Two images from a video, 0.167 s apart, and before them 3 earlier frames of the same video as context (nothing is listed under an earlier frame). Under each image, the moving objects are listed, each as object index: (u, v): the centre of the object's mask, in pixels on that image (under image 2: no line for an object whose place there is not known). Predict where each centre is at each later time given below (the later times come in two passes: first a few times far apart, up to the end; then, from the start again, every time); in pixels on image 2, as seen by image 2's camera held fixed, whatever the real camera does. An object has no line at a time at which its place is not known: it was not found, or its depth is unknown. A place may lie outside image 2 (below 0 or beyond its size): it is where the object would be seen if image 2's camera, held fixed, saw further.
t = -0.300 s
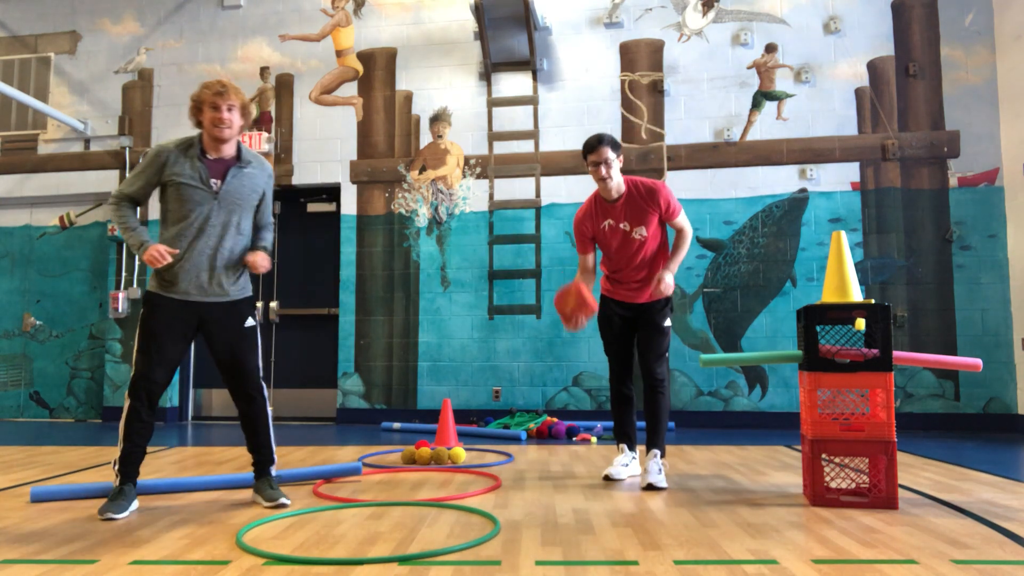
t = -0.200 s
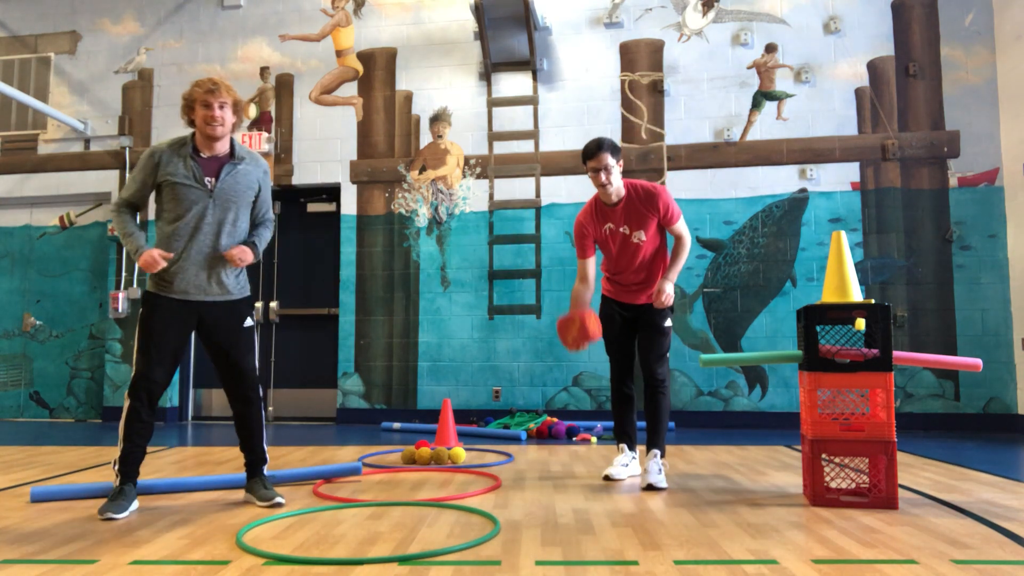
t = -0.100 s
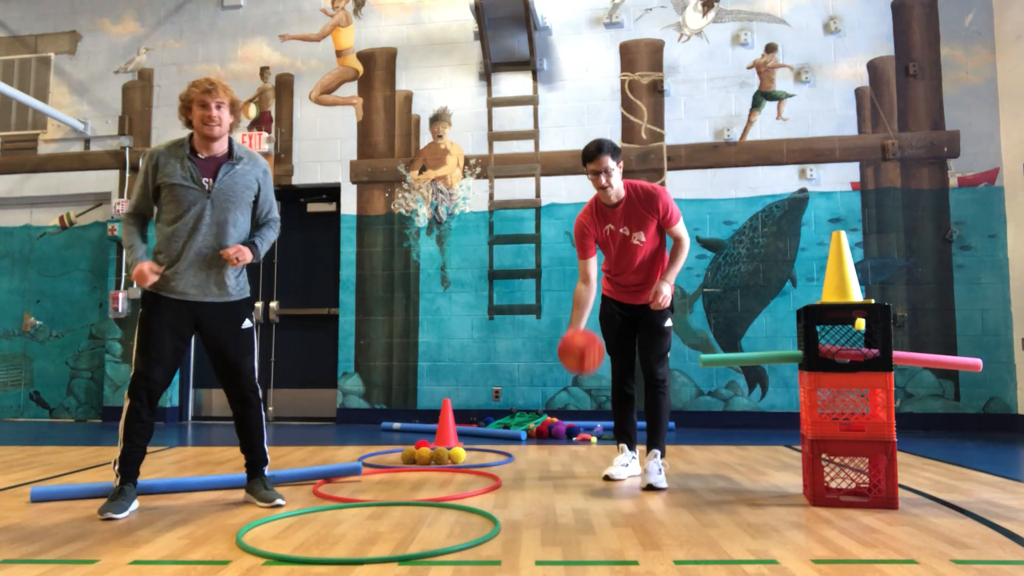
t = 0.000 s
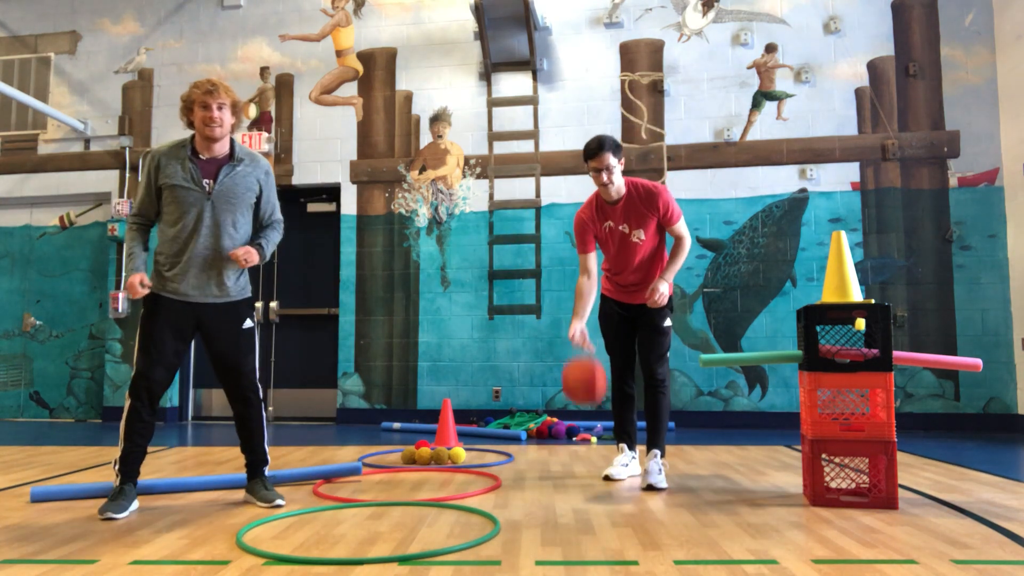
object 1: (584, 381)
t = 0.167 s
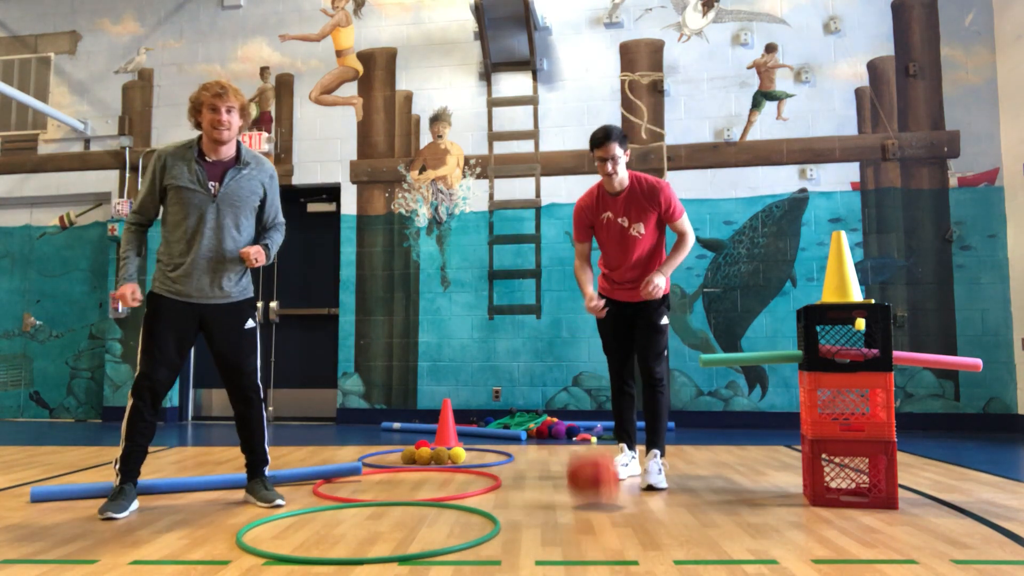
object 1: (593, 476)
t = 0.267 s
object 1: (604, 441)
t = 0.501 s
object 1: (630, 403)
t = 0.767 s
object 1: (652, 484)
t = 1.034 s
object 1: (594, 489)
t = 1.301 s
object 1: (547, 503)
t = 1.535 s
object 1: (529, 511)
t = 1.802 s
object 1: (493, 511)
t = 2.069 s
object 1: (503, 519)
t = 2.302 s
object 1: (517, 522)
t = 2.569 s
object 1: (506, 531)
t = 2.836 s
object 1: (507, 532)
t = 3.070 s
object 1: (514, 533)
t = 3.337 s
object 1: (511, 533)
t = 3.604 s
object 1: (511, 533)
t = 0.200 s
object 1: (596, 475)
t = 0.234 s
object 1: (600, 457)
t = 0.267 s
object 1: (604, 441)
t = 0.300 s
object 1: (608, 426)
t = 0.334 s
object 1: (611, 416)
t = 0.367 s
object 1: (615, 408)
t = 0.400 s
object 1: (619, 403)
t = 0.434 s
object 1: (623, 401)
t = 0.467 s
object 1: (626, 401)
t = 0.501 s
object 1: (630, 403)
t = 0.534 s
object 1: (634, 408)
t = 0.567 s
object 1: (638, 416)
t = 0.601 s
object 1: (642, 425)
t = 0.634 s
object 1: (646, 436)
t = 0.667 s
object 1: (651, 452)
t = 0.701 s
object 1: (657, 474)
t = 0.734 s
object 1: (657, 492)
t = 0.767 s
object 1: (652, 484)
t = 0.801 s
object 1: (645, 474)
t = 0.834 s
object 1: (636, 468)
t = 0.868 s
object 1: (629, 464)
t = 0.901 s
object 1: (621, 464)
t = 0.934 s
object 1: (614, 466)
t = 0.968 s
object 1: (607, 471)
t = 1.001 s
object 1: (600, 478)
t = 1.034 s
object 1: (594, 489)
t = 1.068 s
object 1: (586, 491)
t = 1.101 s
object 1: (581, 484)
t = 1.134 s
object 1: (575, 481)
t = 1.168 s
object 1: (570, 480)
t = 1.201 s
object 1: (564, 481)
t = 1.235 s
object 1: (558, 486)
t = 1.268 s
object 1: (553, 493)
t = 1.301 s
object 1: (547, 503)
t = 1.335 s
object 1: (544, 501)
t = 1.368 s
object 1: (542, 502)
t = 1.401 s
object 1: (539, 502)
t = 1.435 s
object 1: (538, 502)
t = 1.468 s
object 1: (536, 505)
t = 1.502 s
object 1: (533, 513)
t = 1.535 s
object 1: (529, 511)
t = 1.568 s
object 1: (523, 510)
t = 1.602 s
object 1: (517, 509)
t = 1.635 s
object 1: (512, 509)
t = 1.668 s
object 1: (507, 510)
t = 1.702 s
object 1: (502, 510)
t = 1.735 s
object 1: (497, 511)
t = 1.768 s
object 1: (495, 510)
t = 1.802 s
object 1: (493, 511)
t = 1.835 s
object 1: (492, 514)
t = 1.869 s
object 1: (492, 517)
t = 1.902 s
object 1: (492, 520)
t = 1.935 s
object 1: (494, 519)
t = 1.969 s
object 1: (496, 519)
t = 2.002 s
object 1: (499, 519)
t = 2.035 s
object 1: (501, 519)
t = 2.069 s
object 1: (503, 519)
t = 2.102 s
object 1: (506, 519)
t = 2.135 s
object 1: (508, 519)
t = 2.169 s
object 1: (510, 519)
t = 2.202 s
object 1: (512, 520)
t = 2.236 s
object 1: (513, 520)
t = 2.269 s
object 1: (515, 521)
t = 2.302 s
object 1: (517, 522)
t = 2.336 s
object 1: (518, 523)
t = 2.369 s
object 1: (519, 525)
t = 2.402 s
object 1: (519, 528)
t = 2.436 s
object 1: (518, 532)
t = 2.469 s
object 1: (516, 533)
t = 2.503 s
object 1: (512, 532)
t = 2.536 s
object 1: (509, 531)
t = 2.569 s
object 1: (506, 531)
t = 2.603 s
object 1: (503, 530)
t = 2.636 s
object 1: (502, 530)
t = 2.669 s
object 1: (500, 529)
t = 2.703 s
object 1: (500, 529)
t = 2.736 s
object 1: (501, 529)
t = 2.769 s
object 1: (502, 530)
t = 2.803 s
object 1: (504, 531)
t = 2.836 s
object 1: (507, 532)
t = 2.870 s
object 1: (511, 533)
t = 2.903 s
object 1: (514, 532)
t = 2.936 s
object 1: (517, 531)
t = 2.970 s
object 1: (517, 531)
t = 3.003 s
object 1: (517, 531)
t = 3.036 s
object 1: (516, 532)
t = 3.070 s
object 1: (514, 533)
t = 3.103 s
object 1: (513, 532)
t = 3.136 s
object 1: (511, 533)
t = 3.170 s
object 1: (511, 533)
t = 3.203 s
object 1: (511, 533)
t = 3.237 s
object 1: (511, 533)
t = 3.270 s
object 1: (511, 533)
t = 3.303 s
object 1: (511, 533)
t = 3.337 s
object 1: (511, 533)
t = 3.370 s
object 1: (511, 533)
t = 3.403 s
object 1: (511, 533)
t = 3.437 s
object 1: (511, 533)
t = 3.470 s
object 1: (511, 533)
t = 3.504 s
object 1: (511, 533)
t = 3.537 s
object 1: (511, 533)
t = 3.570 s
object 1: (512, 533)
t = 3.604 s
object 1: (511, 533)
